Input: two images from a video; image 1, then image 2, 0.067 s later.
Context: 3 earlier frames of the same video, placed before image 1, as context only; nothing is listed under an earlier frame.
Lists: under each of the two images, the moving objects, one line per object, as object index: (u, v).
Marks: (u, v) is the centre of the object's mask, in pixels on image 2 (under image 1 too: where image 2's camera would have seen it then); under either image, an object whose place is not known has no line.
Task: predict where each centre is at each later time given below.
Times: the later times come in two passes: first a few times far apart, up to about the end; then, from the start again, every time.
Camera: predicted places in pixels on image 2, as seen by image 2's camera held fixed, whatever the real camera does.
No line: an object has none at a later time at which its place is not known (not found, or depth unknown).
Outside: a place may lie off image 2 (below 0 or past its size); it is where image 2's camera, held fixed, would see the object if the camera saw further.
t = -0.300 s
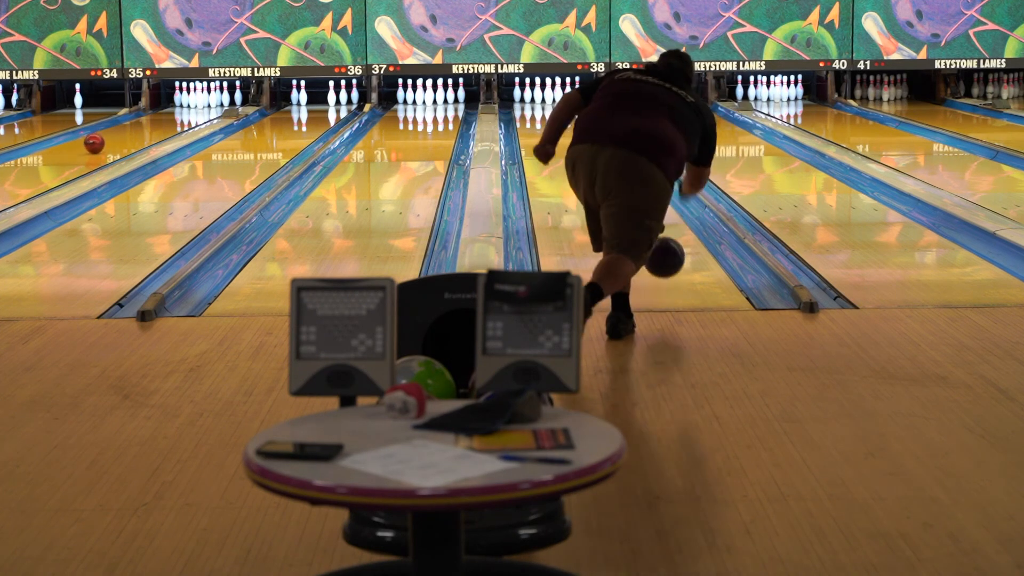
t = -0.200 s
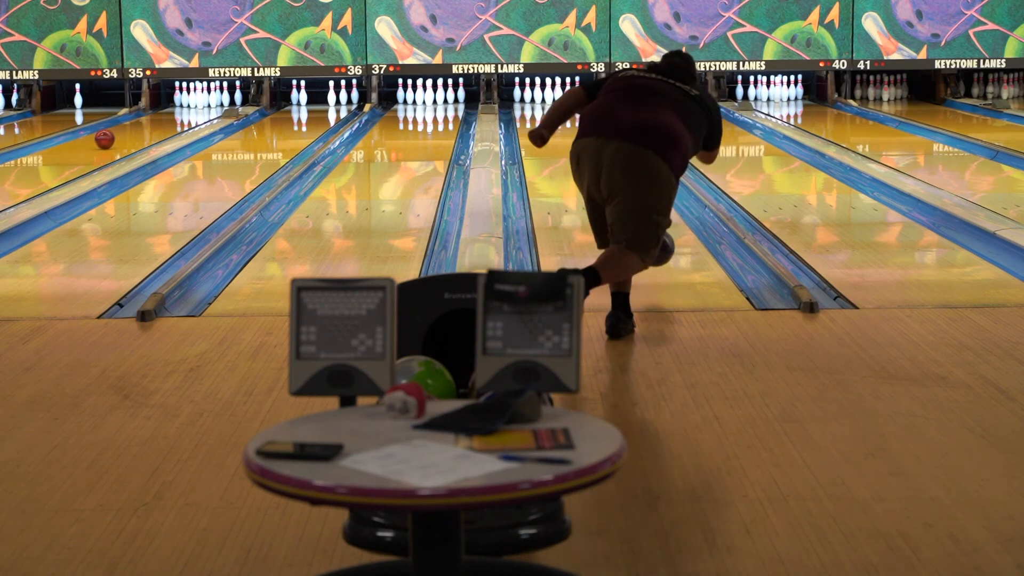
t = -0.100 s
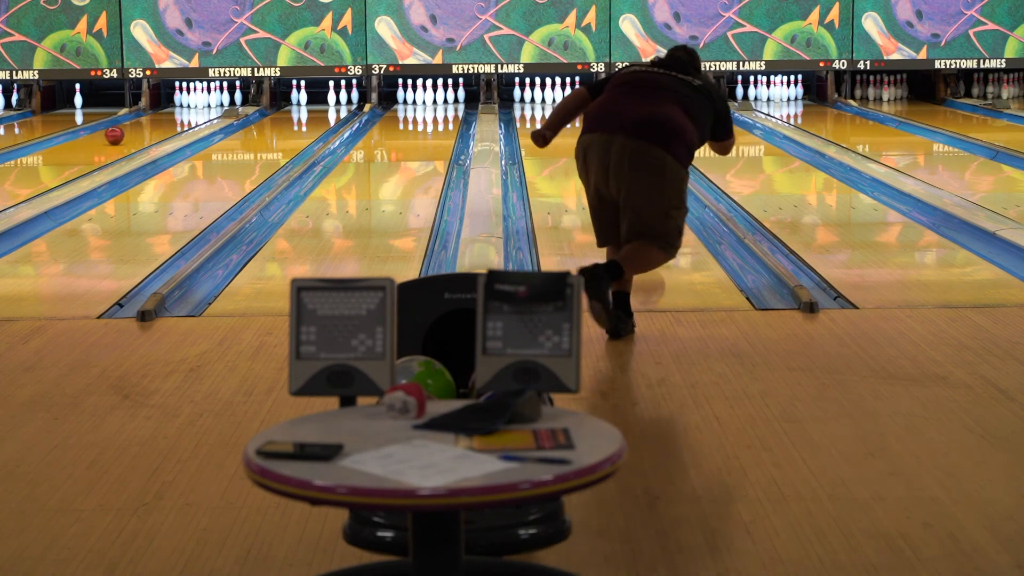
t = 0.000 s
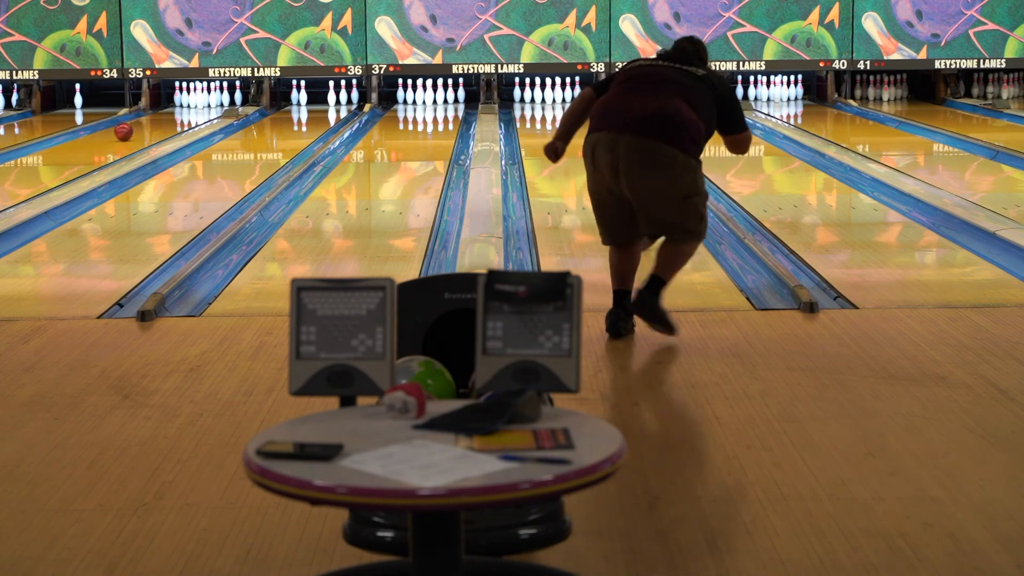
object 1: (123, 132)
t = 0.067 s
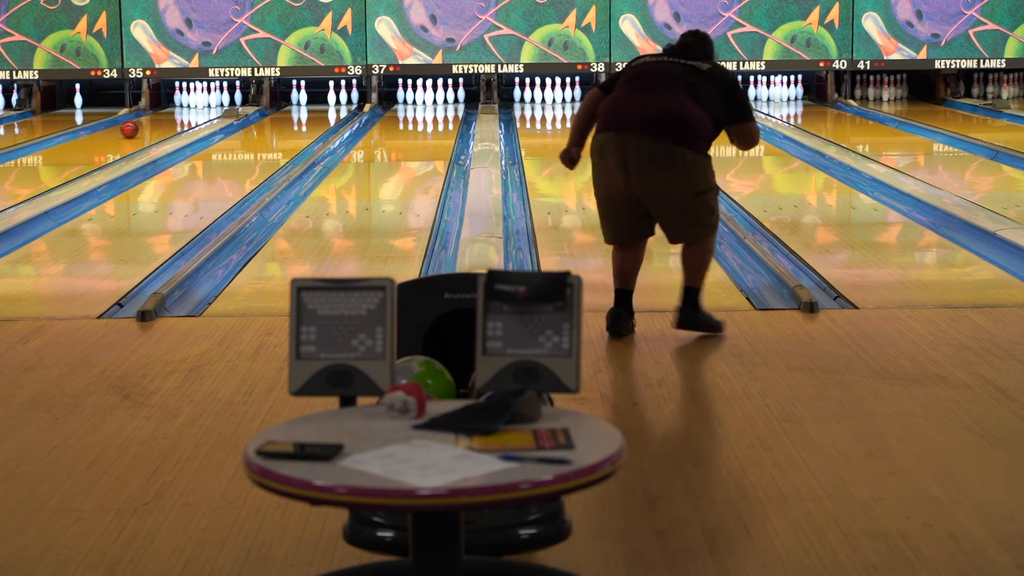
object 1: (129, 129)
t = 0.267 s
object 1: (145, 123)
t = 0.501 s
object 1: (160, 117)
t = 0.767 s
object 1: (173, 111)
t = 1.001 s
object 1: (181, 107)
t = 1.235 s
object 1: (187, 103)
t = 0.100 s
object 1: (132, 128)
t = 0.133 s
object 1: (135, 127)
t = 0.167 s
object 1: (137, 126)
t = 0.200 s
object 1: (140, 125)
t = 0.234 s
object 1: (143, 124)
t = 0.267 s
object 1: (145, 123)
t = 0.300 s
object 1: (147, 122)
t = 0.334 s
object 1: (149, 121)
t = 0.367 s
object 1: (152, 120)
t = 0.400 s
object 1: (154, 119)
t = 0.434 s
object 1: (156, 119)
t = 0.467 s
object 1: (158, 117)
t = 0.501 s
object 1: (160, 117)
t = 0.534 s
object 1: (162, 116)
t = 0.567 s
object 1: (163, 115)
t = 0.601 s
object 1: (165, 114)
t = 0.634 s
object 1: (167, 114)
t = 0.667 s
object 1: (169, 112)
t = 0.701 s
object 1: (170, 112)
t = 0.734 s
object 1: (171, 111)
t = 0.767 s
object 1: (173, 111)
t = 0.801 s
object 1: (174, 110)
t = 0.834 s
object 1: (175, 110)
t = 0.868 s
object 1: (176, 109)
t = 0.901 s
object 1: (177, 109)
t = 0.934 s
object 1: (178, 108)
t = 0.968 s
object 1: (180, 107)
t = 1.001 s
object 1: (181, 107)
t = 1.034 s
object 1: (182, 106)
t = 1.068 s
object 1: (182, 106)
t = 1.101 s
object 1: (183, 105)
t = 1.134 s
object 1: (185, 104)
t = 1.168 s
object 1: (185, 104)
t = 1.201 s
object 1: (186, 103)
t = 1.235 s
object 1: (187, 103)
